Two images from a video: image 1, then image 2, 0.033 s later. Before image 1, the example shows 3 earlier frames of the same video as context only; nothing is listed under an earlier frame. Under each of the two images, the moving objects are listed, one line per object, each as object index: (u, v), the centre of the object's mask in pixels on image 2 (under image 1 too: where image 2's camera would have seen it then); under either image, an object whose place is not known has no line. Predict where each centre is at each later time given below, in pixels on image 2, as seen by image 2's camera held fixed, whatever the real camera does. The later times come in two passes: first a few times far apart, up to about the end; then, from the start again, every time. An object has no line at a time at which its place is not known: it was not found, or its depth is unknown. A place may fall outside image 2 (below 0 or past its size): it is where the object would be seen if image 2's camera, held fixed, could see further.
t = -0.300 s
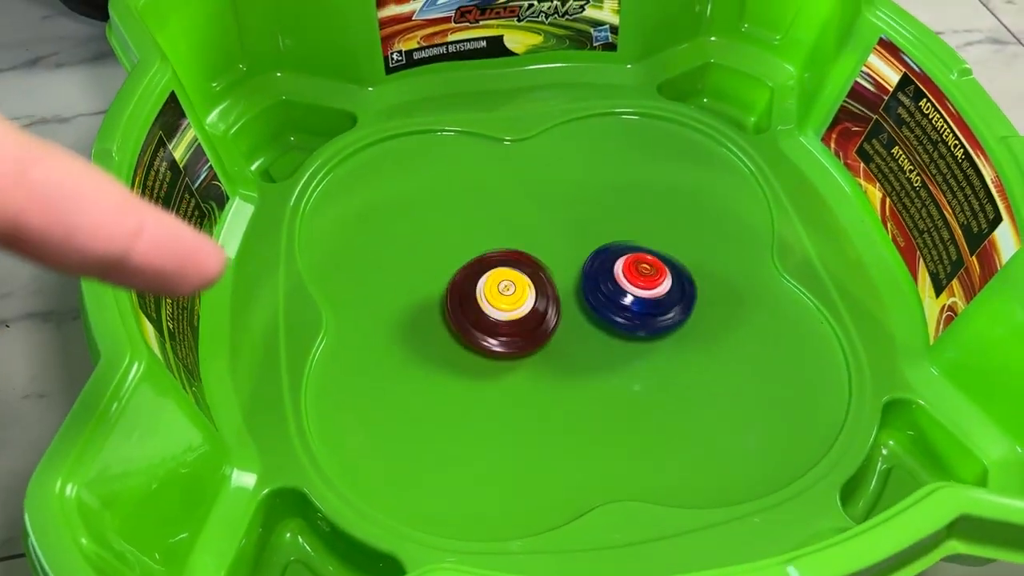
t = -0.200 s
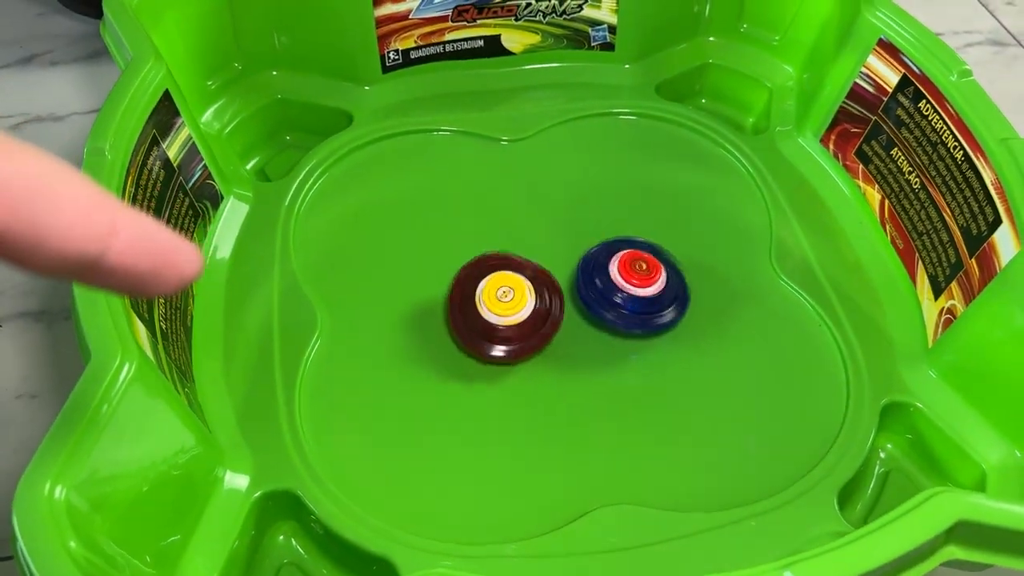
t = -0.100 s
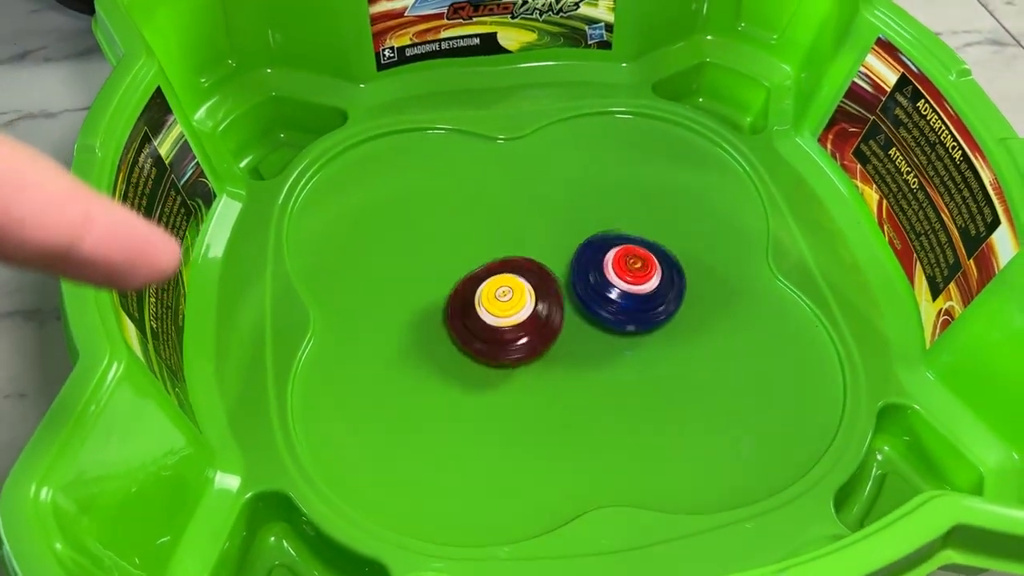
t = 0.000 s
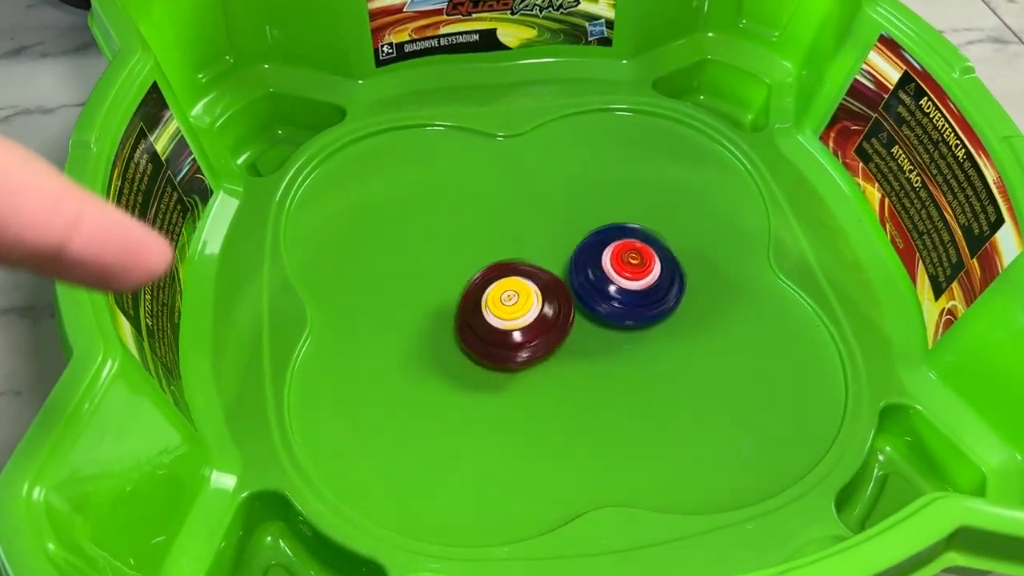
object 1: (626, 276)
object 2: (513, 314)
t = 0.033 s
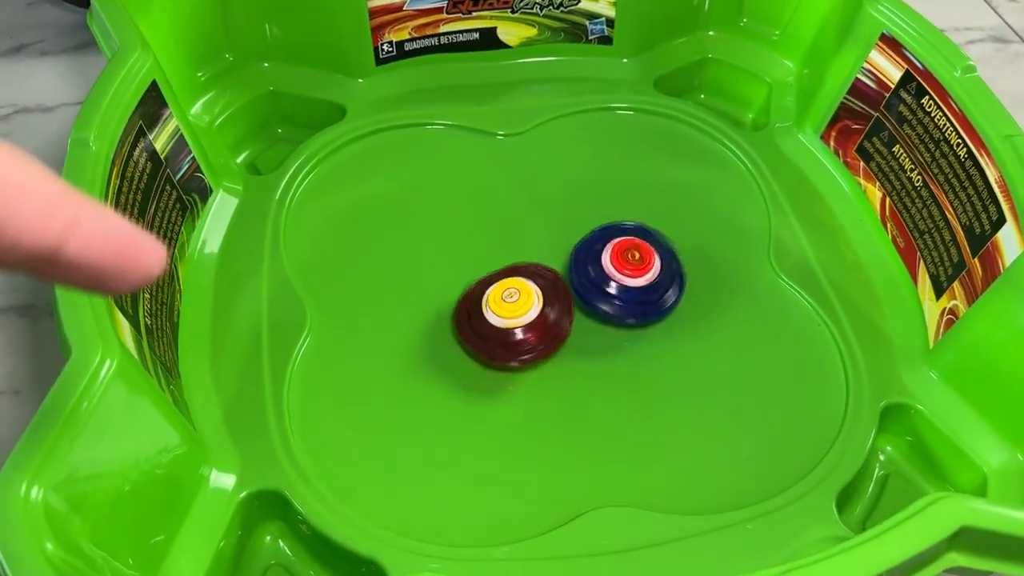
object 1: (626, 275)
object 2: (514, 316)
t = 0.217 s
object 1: (626, 269)
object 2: (518, 323)
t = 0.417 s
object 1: (626, 267)
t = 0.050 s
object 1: (626, 274)
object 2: (516, 317)
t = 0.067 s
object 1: (626, 273)
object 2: (517, 318)
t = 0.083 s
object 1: (627, 273)
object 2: (516, 319)
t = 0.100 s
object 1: (626, 272)
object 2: (517, 319)
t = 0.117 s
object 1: (626, 272)
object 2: (518, 320)
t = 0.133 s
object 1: (626, 272)
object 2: (518, 321)
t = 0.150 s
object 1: (626, 271)
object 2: (517, 322)
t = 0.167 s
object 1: (626, 270)
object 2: (518, 322)
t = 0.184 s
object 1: (626, 270)
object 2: (518, 322)
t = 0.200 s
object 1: (626, 270)
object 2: (518, 323)
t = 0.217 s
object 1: (626, 269)
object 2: (518, 323)
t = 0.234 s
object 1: (626, 269)
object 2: (518, 323)
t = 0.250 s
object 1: (626, 269)
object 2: (519, 323)
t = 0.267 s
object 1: (627, 268)
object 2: (519, 323)
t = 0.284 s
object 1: (627, 268)
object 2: (519, 324)
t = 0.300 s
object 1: (627, 267)
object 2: (519, 324)
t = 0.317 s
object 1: (627, 268)
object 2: (519, 324)
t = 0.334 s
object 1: (627, 267)
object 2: (519, 324)
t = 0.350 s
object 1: (626, 267)
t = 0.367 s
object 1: (626, 268)
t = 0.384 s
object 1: (626, 267)
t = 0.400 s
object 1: (626, 267)
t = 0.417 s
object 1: (626, 267)
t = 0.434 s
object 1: (626, 267)
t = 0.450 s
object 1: (626, 266)
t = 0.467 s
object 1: (626, 266)
